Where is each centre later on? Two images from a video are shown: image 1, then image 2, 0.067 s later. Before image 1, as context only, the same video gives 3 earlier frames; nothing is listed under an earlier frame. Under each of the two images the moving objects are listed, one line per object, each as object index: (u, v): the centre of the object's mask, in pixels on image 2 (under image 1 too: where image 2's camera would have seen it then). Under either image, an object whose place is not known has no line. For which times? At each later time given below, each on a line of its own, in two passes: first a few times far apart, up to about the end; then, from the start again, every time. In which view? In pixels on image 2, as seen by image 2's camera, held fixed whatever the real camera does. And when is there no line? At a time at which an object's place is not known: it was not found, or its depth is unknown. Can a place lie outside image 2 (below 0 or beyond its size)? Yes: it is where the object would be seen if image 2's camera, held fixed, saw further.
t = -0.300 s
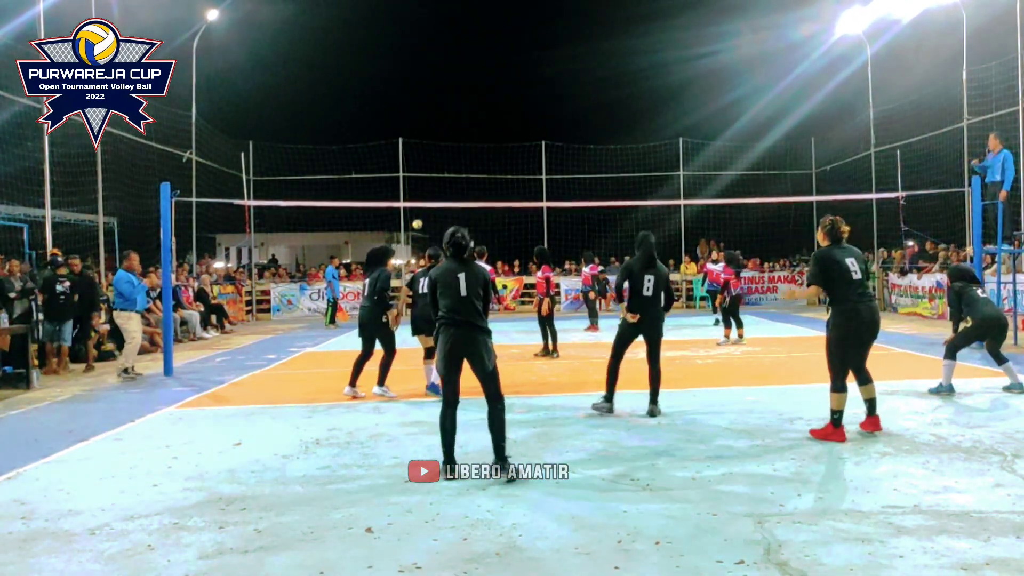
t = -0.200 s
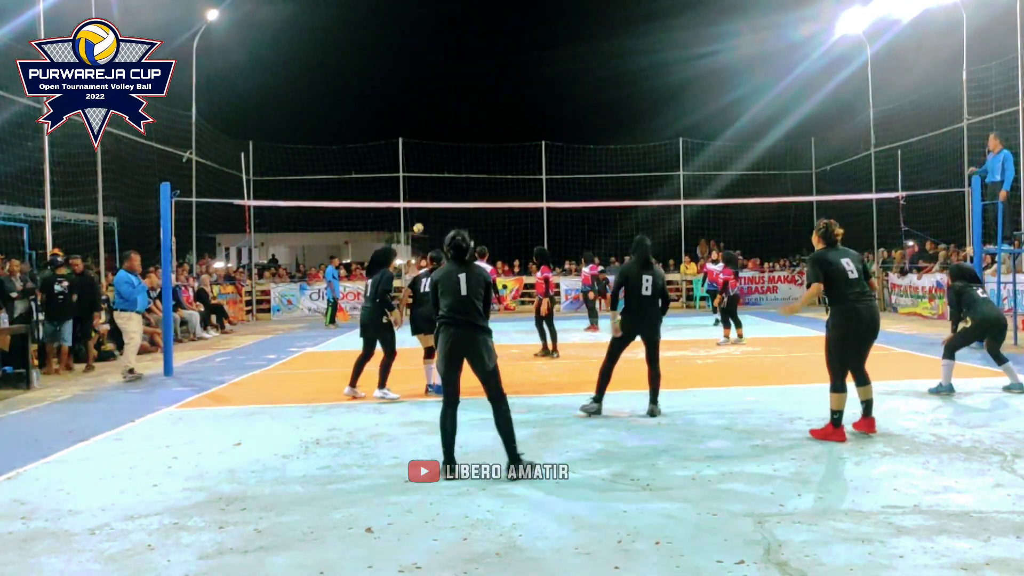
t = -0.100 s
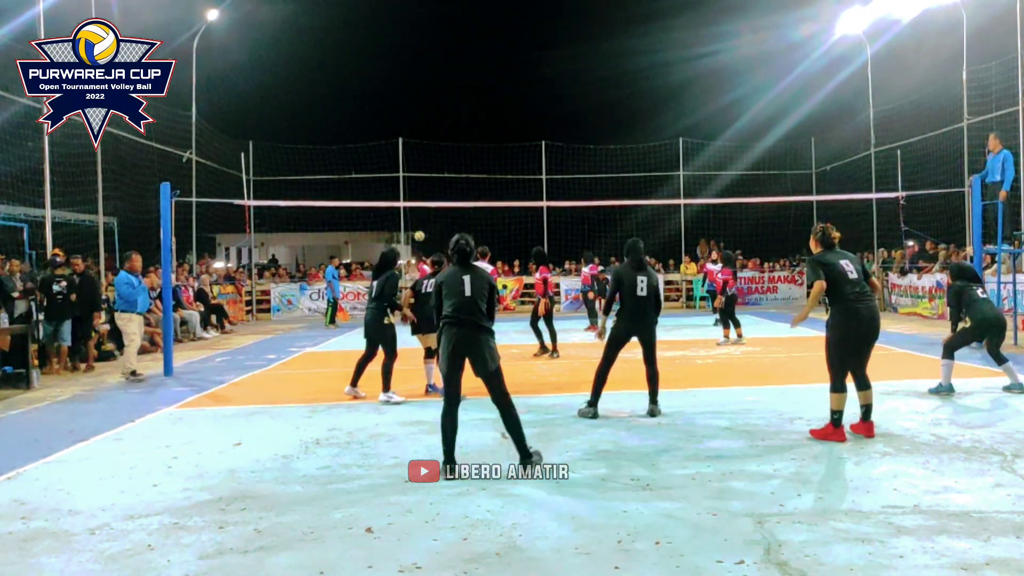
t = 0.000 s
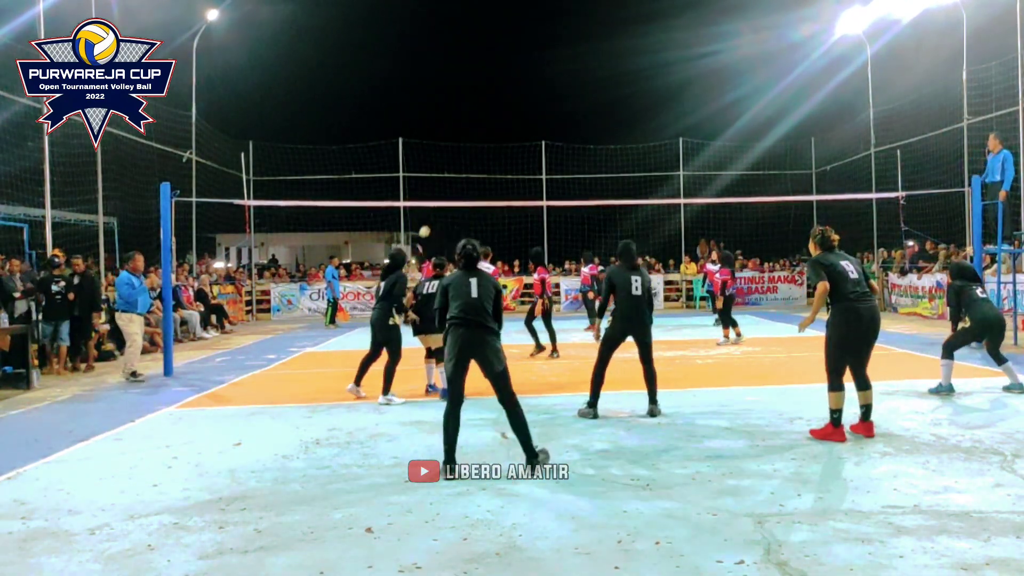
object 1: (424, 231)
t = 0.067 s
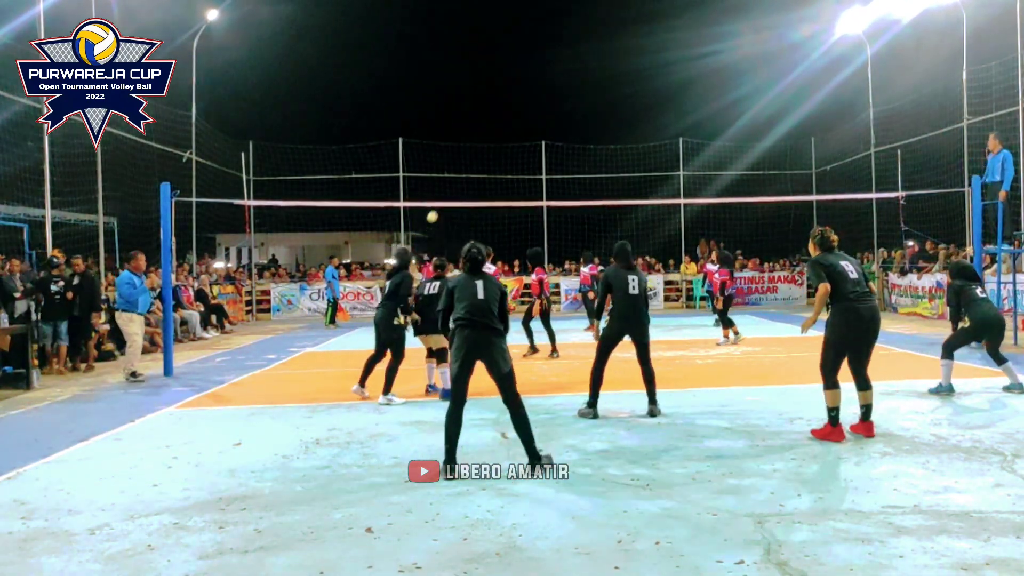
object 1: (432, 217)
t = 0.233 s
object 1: (452, 185)
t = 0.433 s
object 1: (482, 155)
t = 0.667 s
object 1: (529, 140)
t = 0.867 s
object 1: (582, 155)
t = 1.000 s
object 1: (631, 186)
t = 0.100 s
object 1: (436, 210)
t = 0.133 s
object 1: (441, 203)
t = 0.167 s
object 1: (444, 196)
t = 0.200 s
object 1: (448, 191)
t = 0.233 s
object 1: (452, 185)
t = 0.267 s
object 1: (457, 178)
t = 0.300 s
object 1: (462, 173)
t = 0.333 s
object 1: (466, 168)
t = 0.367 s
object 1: (471, 163)
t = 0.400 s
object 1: (476, 159)
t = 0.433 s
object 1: (482, 155)
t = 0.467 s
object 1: (488, 151)
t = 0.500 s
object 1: (494, 147)
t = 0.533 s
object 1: (500, 145)
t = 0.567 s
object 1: (507, 143)
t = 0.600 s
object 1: (514, 141)
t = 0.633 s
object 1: (521, 140)
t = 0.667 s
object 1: (529, 140)
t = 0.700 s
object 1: (536, 140)
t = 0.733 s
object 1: (545, 141)
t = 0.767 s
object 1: (553, 144)
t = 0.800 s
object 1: (562, 146)
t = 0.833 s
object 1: (572, 150)
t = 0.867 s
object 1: (582, 155)
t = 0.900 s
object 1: (593, 160)
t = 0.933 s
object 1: (605, 167)
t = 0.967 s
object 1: (617, 176)
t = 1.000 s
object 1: (631, 186)
